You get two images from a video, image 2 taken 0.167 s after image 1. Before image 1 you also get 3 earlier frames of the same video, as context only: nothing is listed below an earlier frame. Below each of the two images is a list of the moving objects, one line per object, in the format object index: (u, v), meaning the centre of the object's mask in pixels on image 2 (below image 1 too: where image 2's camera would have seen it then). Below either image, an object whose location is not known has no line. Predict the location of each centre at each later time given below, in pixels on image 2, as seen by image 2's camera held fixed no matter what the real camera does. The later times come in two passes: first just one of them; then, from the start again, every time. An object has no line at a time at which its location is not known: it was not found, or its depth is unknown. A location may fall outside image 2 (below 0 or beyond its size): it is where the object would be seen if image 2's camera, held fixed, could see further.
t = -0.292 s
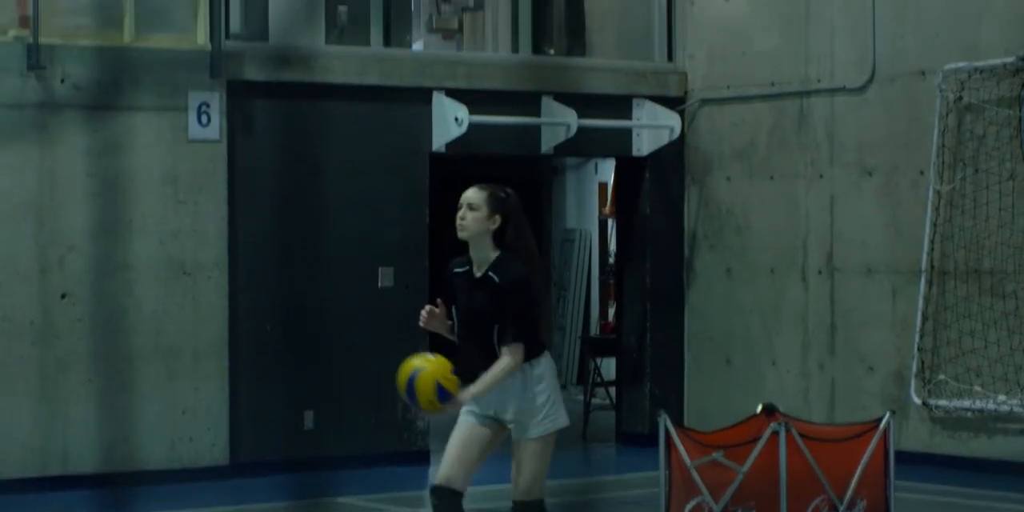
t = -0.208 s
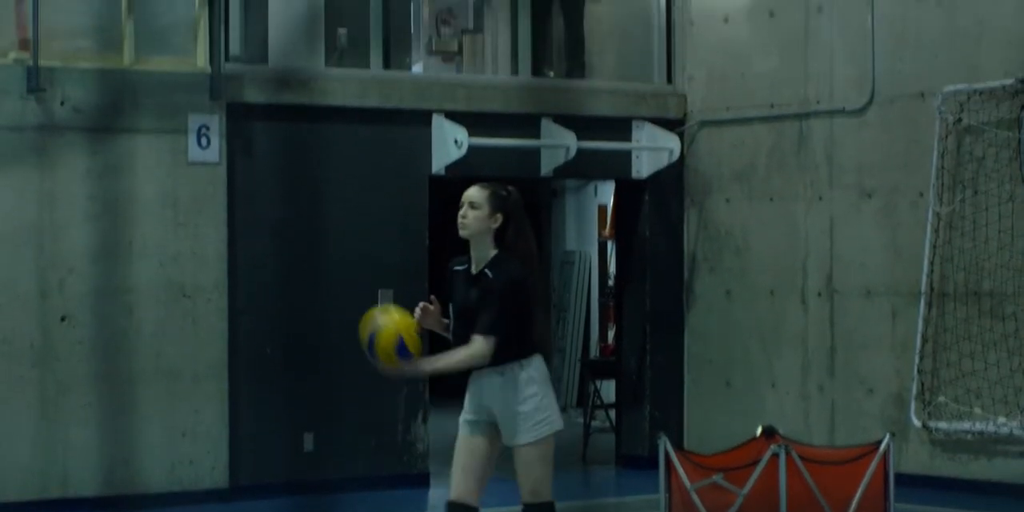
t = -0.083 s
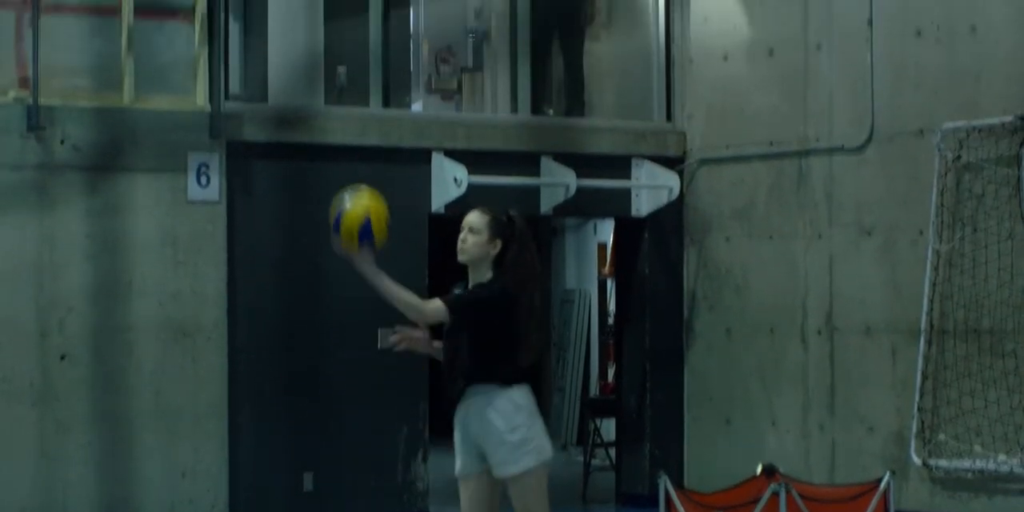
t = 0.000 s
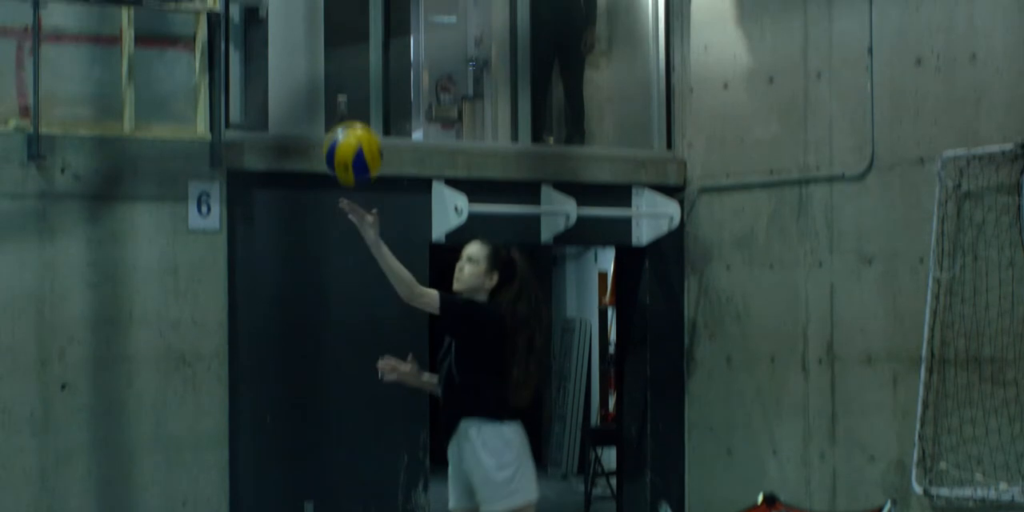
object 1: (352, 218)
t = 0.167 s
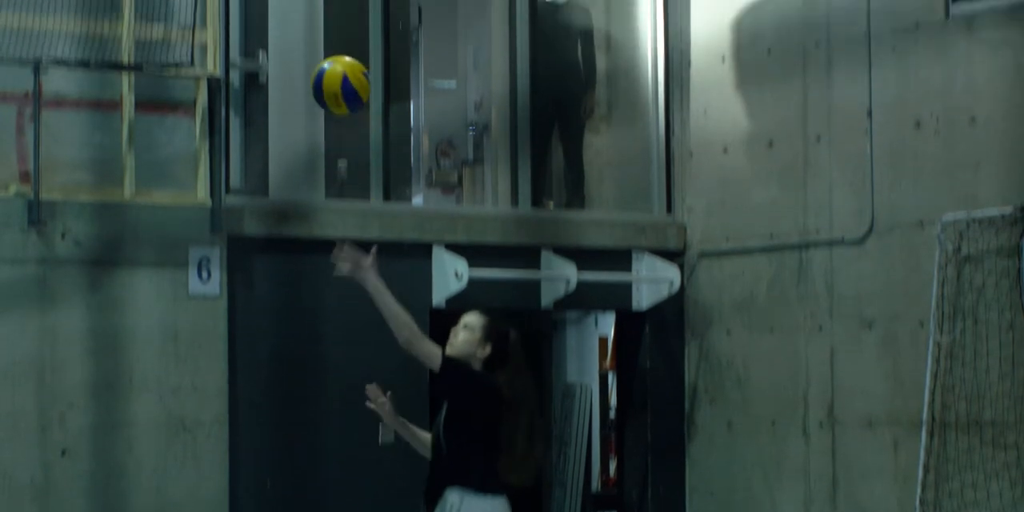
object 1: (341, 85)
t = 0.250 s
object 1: (335, 46)
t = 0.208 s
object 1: (338, 63)
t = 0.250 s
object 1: (335, 46)
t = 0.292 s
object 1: (331, 33)
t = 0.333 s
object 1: (328, 26)
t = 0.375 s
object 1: (325, 23)
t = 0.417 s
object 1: (322, 25)
